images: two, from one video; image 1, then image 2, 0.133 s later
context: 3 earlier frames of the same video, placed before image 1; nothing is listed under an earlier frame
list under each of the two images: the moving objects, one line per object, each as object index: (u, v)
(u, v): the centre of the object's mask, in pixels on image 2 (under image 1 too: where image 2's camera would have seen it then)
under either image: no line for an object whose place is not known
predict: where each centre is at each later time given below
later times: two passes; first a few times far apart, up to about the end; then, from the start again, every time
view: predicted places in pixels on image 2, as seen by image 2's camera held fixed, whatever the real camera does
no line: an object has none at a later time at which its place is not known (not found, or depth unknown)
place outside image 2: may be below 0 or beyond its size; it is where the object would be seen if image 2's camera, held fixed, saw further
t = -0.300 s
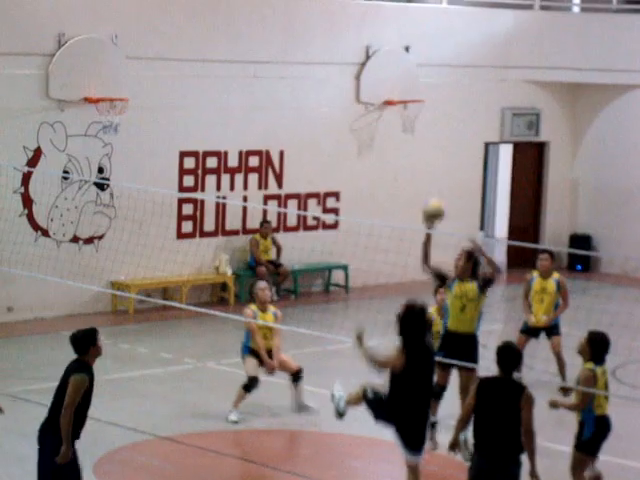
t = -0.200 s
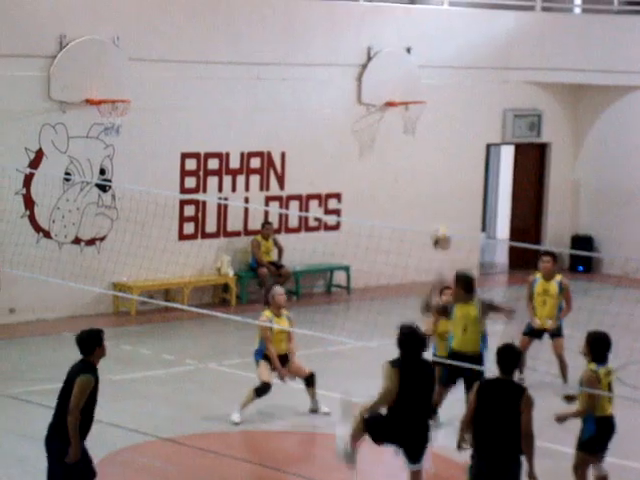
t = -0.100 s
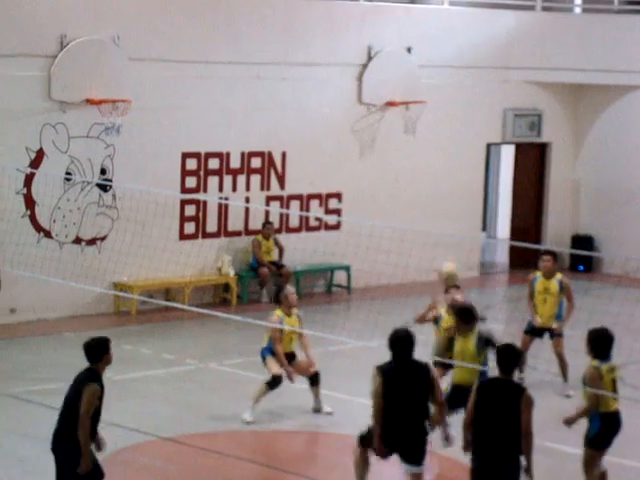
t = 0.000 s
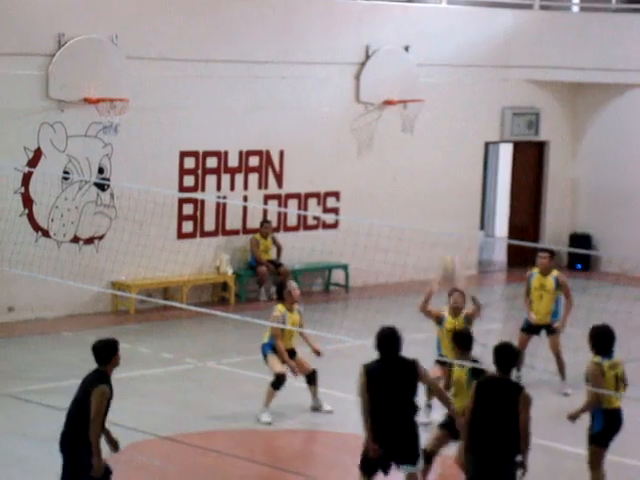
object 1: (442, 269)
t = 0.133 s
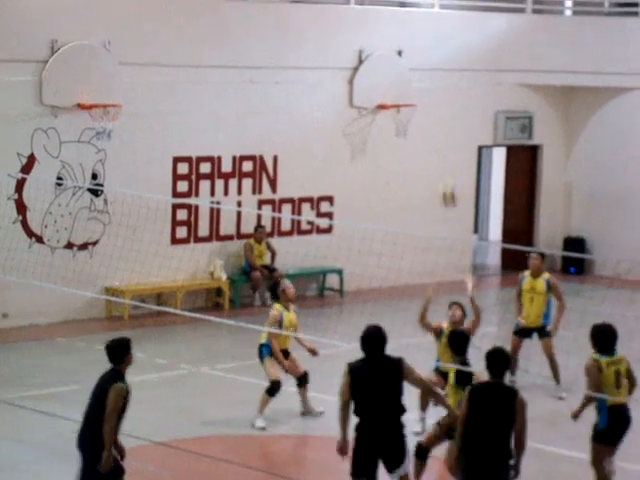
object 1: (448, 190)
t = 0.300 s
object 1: (453, 117)
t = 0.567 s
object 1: (458, 59)
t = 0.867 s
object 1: (462, 71)
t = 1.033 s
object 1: (462, 112)
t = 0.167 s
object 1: (450, 174)
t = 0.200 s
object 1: (451, 158)
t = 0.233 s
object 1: (452, 142)
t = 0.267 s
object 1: (452, 128)
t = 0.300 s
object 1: (453, 117)
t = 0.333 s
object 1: (454, 107)
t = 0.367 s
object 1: (455, 96)
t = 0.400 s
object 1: (457, 86)
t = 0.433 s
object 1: (457, 81)
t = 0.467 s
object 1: (457, 73)
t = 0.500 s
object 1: (457, 66)
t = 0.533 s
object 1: (458, 62)
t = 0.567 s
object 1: (458, 59)
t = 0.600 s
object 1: (459, 56)
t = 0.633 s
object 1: (459, 54)
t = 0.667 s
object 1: (460, 53)
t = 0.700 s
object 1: (460, 54)
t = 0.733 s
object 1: (461, 56)
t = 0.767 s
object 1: (461, 57)
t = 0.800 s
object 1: (460, 58)
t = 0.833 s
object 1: (461, 64)
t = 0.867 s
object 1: (462, 71)
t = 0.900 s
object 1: (462, 78)
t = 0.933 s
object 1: (461, 82)
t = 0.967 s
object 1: (463, 92)
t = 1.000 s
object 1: (462, 103)
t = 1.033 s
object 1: (462, 112)
